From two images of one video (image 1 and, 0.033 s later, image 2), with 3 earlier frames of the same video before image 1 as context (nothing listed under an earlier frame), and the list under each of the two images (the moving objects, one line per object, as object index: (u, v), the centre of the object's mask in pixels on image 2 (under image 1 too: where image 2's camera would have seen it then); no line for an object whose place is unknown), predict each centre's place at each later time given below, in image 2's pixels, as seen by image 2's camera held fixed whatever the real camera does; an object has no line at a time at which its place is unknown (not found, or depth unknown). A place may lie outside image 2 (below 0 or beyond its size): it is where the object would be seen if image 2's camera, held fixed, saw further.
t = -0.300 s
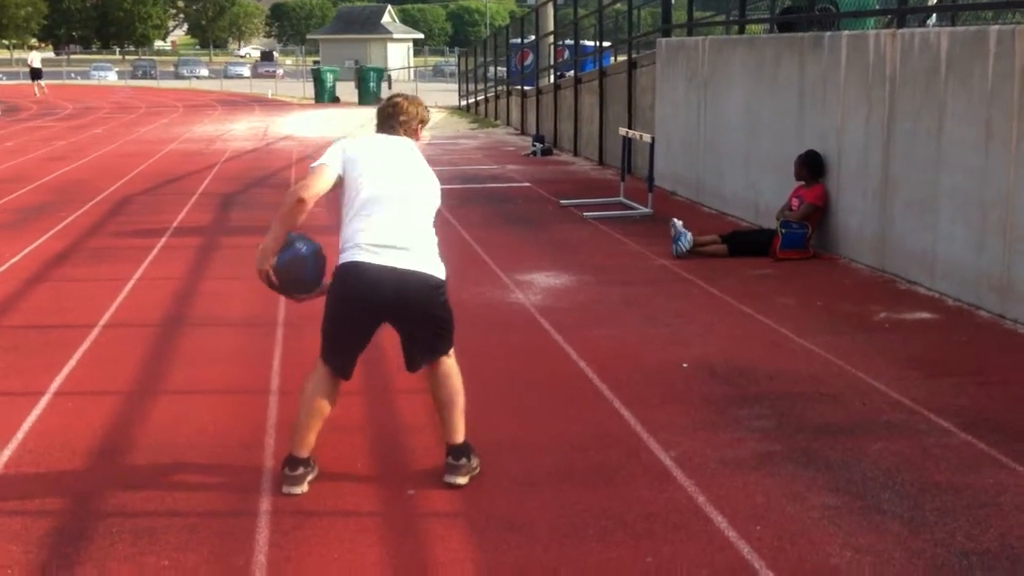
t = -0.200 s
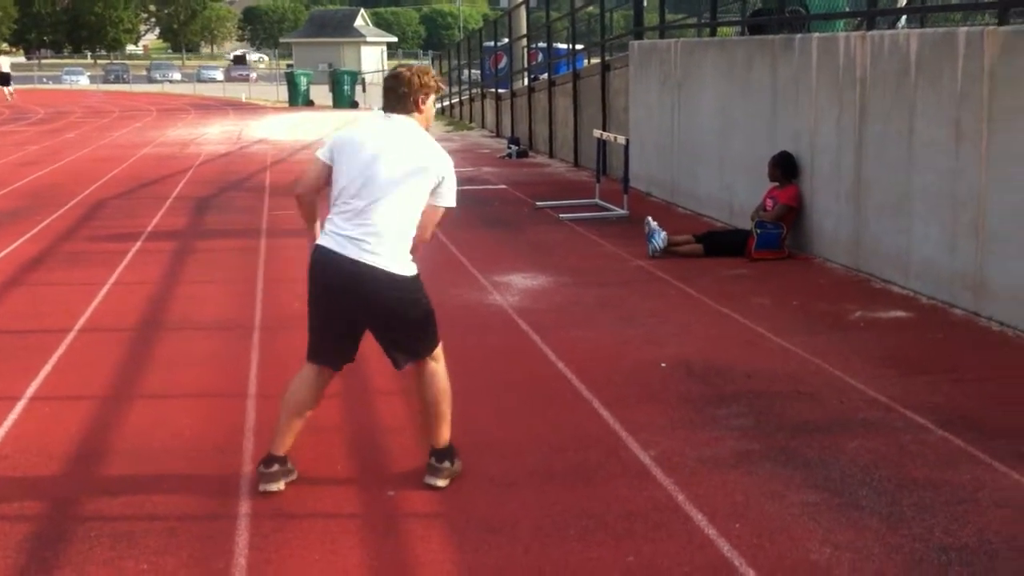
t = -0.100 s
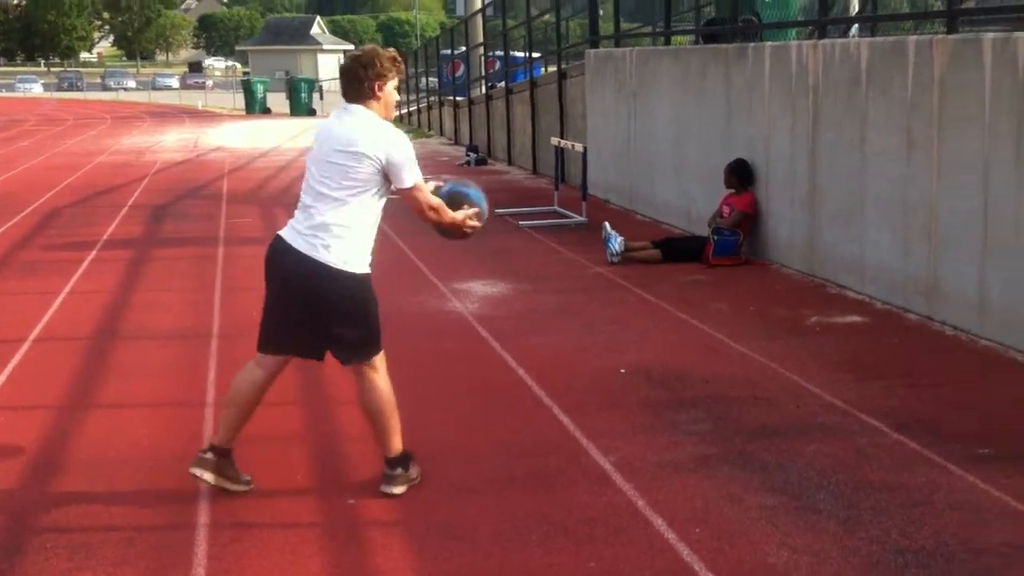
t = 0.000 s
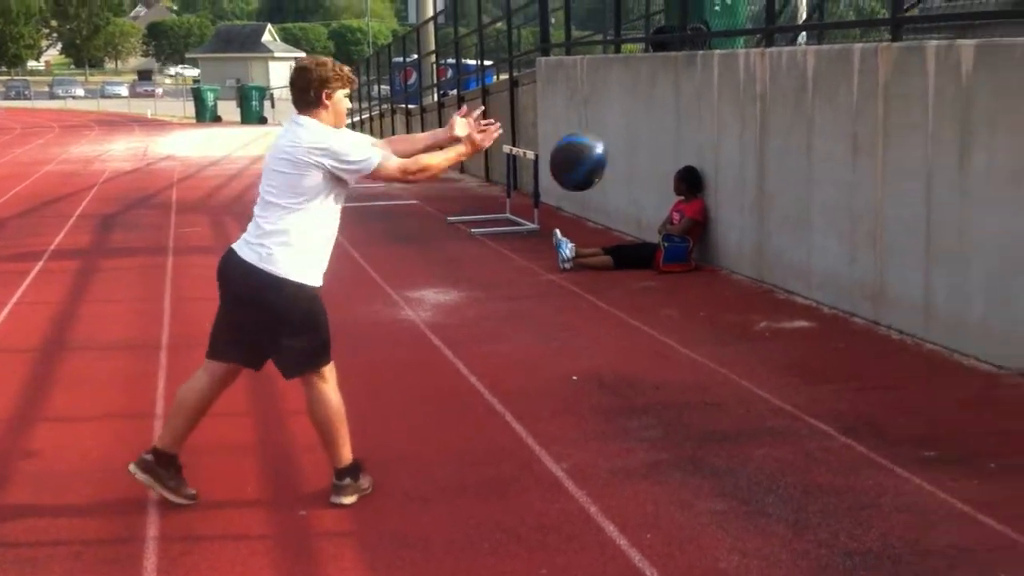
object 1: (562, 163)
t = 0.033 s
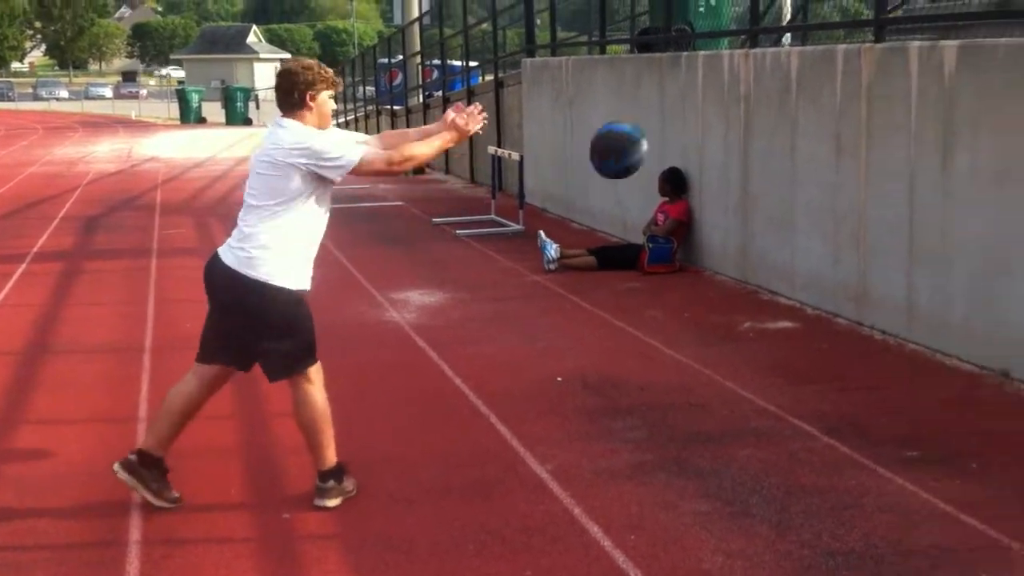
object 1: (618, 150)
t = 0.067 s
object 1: (672, 140)
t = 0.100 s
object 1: (725, 132)
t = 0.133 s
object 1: (777, 128)
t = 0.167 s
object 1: (830, 126)
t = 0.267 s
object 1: (980, 133)
